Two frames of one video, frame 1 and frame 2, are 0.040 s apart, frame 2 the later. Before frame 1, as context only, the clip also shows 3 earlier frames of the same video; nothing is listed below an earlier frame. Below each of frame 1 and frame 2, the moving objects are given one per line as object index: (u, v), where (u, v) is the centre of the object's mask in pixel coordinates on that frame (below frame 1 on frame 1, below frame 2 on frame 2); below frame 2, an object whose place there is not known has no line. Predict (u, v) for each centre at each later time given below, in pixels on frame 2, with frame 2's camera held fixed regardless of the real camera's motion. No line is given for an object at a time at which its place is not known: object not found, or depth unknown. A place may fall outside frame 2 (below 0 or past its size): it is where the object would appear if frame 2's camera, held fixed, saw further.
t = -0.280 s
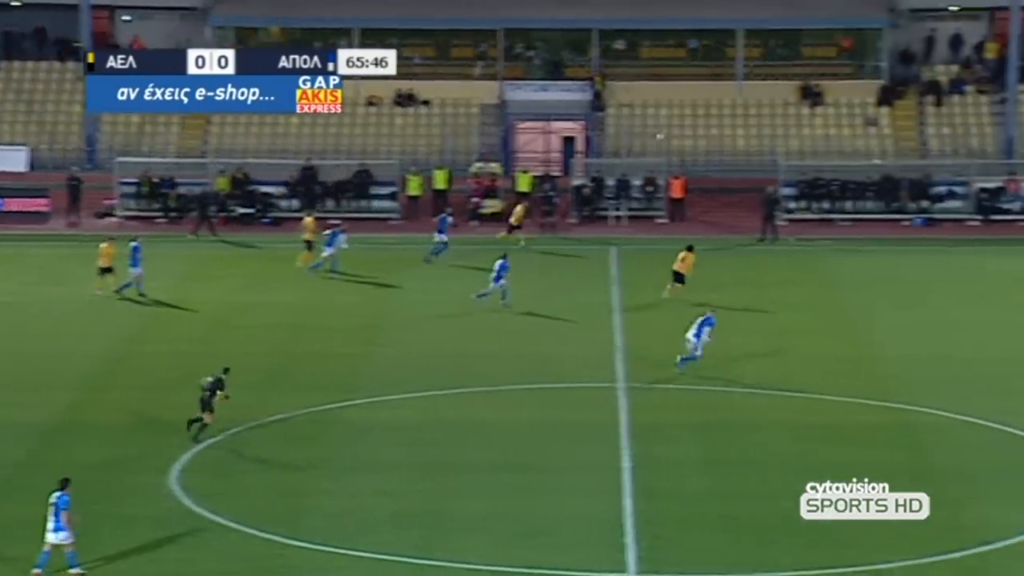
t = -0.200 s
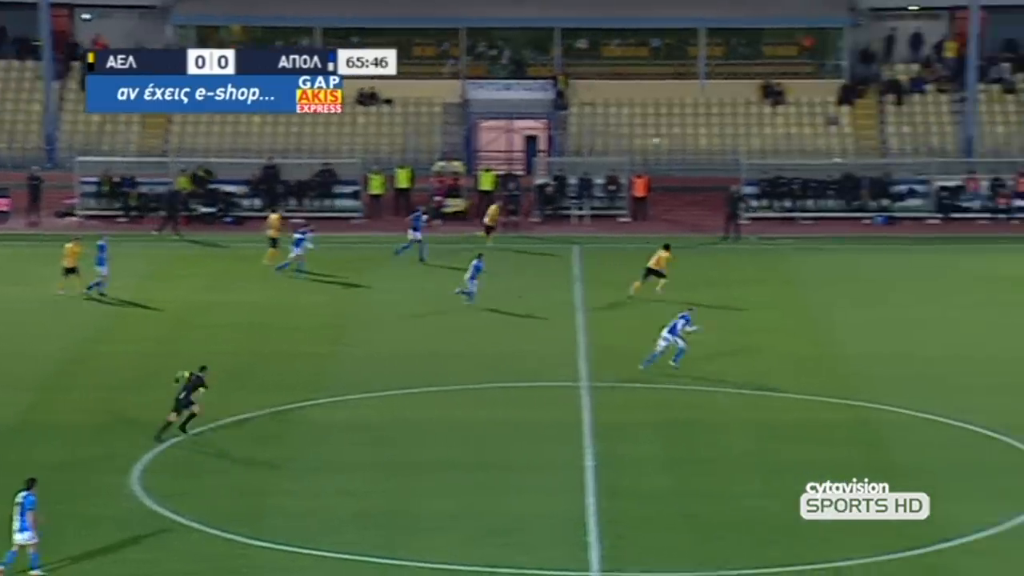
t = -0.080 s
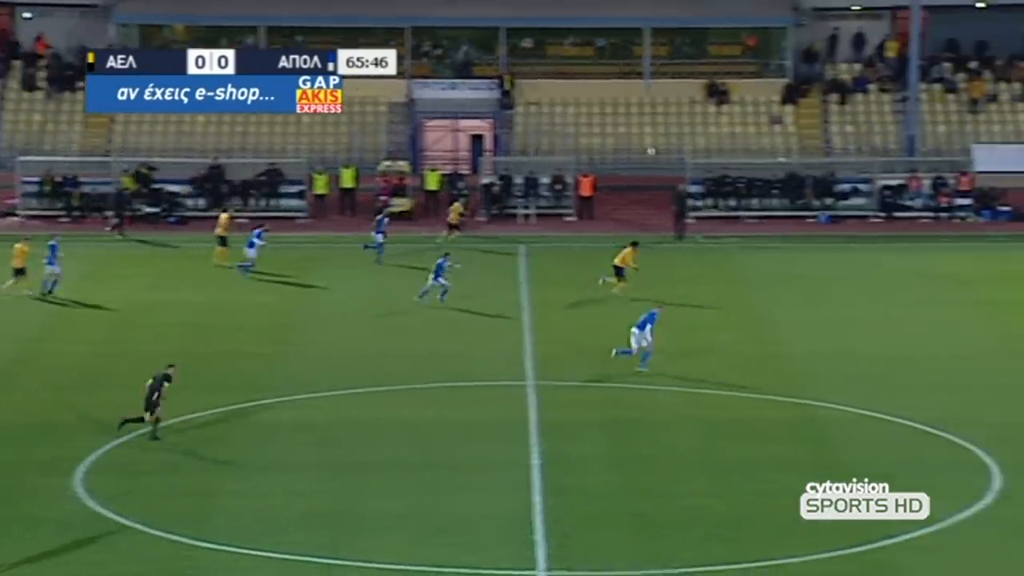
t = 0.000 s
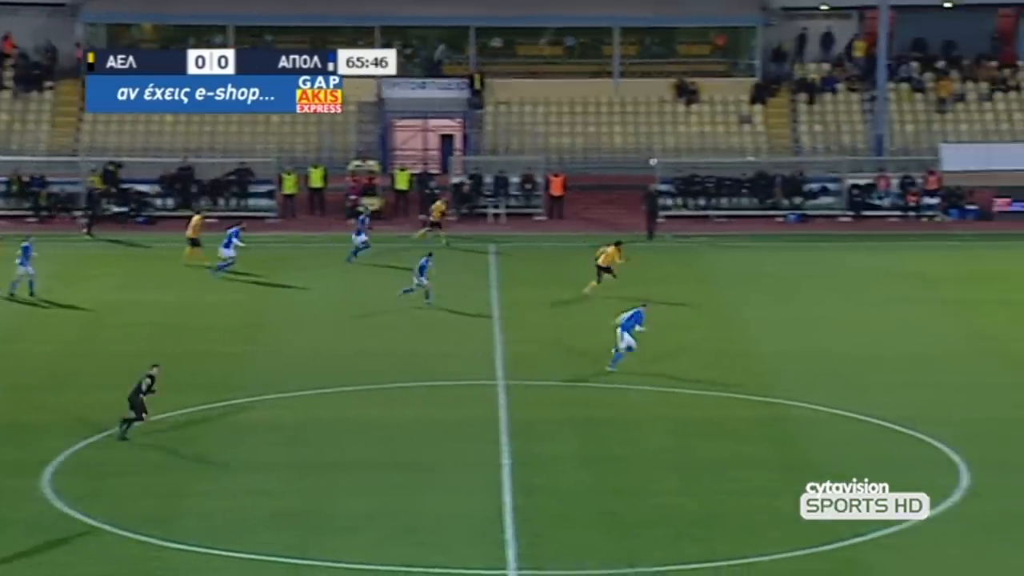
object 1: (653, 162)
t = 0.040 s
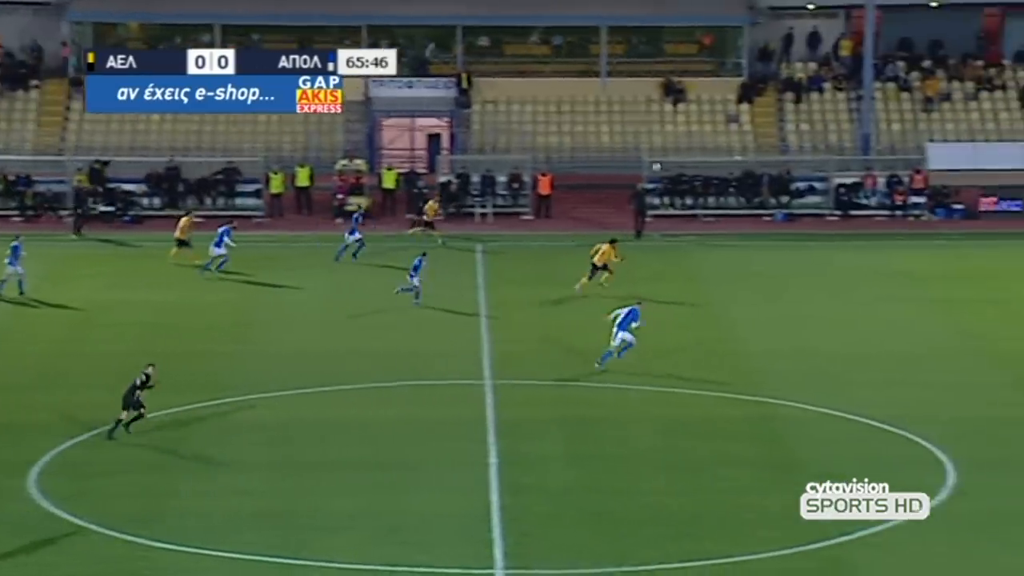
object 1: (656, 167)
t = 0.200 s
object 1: (719, 198)
